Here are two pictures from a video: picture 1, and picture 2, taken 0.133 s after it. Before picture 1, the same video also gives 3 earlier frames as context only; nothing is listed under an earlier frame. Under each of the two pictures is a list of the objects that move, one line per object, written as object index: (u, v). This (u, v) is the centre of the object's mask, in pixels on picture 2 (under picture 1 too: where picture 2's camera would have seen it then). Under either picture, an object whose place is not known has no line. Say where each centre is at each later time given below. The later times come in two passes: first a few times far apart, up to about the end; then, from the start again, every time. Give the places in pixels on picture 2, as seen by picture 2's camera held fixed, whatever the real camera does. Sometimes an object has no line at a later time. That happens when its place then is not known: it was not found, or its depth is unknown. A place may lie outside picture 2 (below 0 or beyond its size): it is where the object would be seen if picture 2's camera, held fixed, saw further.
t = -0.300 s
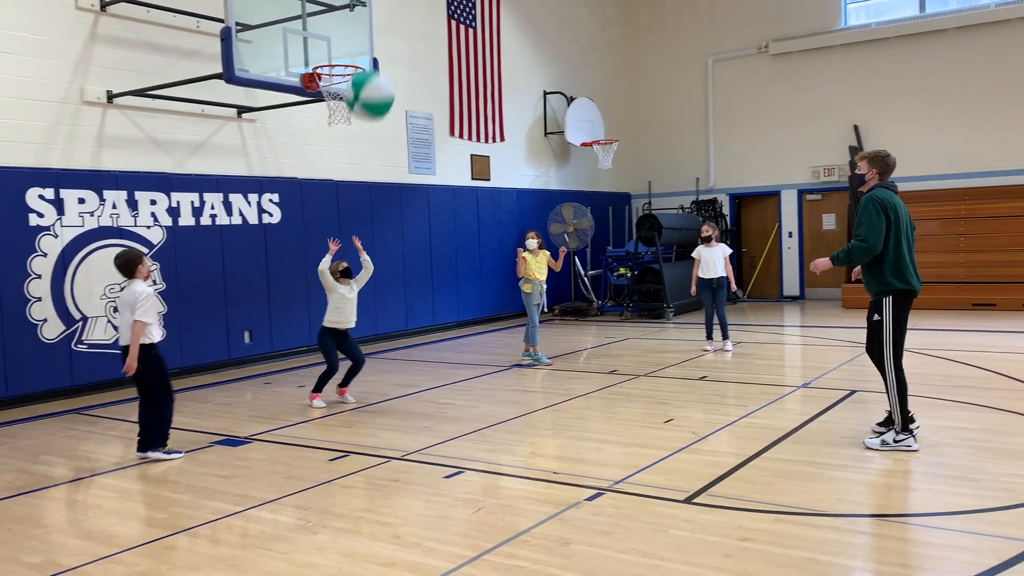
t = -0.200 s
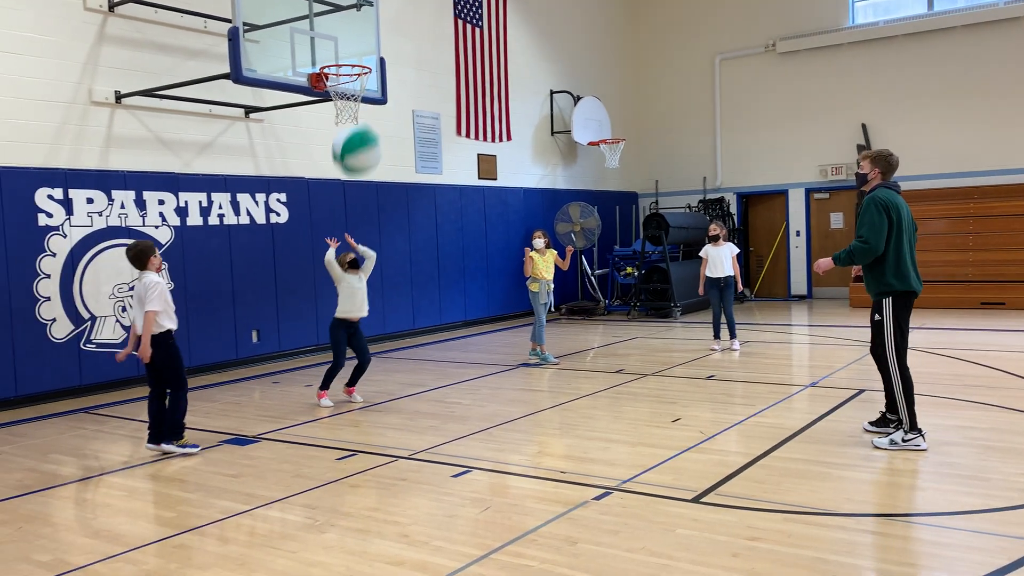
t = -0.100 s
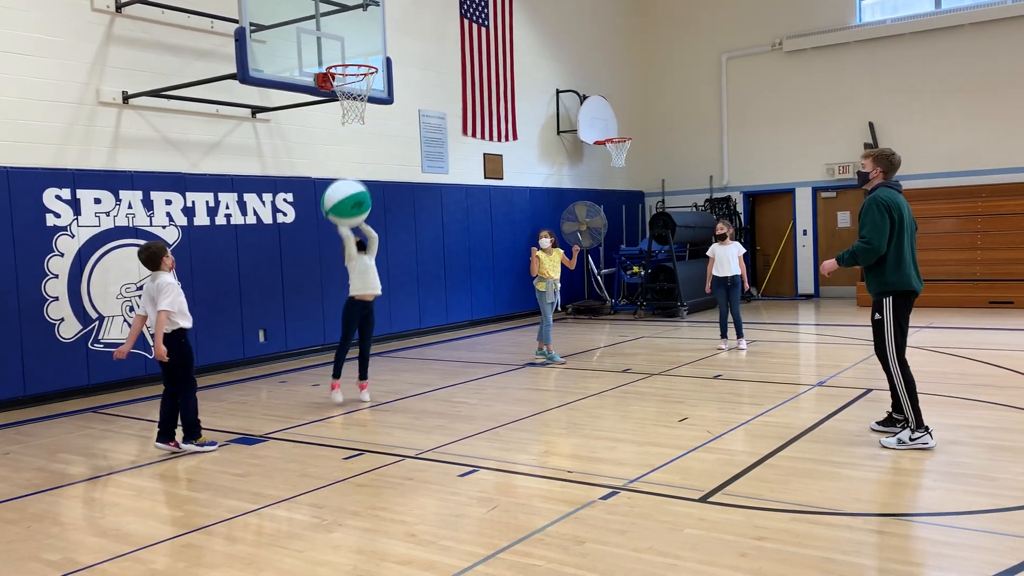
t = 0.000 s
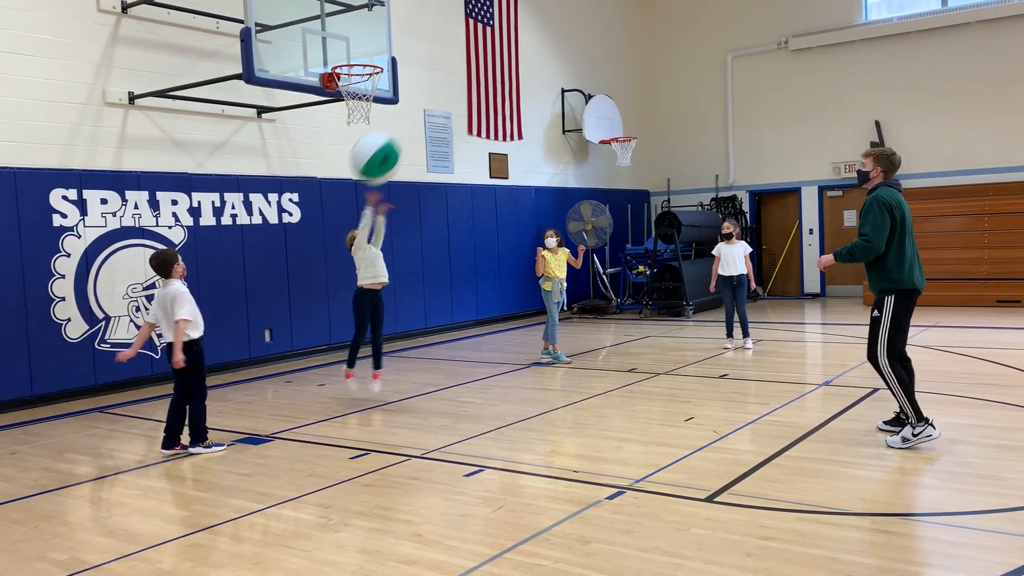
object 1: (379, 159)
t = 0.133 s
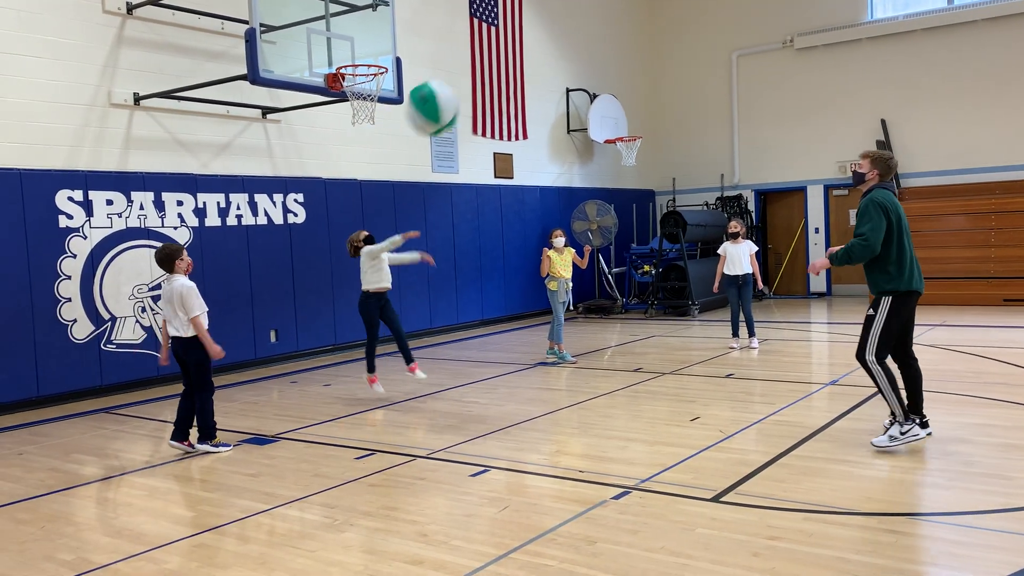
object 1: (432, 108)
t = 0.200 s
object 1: (458, 88)
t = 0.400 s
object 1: (536, 41)
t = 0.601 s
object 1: (614, 28)
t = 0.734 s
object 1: (671, 38)
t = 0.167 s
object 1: (445, 97)
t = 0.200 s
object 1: (458, 88)
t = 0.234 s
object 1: (471, 78)
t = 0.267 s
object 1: (484, 69)
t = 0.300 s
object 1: (497, 61)
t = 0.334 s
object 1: (510, 54)
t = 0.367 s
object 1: (523, 47)
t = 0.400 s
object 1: (536, 41)
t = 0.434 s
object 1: (549, 36)
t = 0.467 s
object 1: (561, 31)
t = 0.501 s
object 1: (574, 29)
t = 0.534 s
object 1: (587, 28)
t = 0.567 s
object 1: (600, 28)
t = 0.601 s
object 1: (614, 28)
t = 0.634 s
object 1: (628, 29)
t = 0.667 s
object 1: (642, 31)
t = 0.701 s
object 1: (656, 34)
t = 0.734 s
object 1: (671, 38)
